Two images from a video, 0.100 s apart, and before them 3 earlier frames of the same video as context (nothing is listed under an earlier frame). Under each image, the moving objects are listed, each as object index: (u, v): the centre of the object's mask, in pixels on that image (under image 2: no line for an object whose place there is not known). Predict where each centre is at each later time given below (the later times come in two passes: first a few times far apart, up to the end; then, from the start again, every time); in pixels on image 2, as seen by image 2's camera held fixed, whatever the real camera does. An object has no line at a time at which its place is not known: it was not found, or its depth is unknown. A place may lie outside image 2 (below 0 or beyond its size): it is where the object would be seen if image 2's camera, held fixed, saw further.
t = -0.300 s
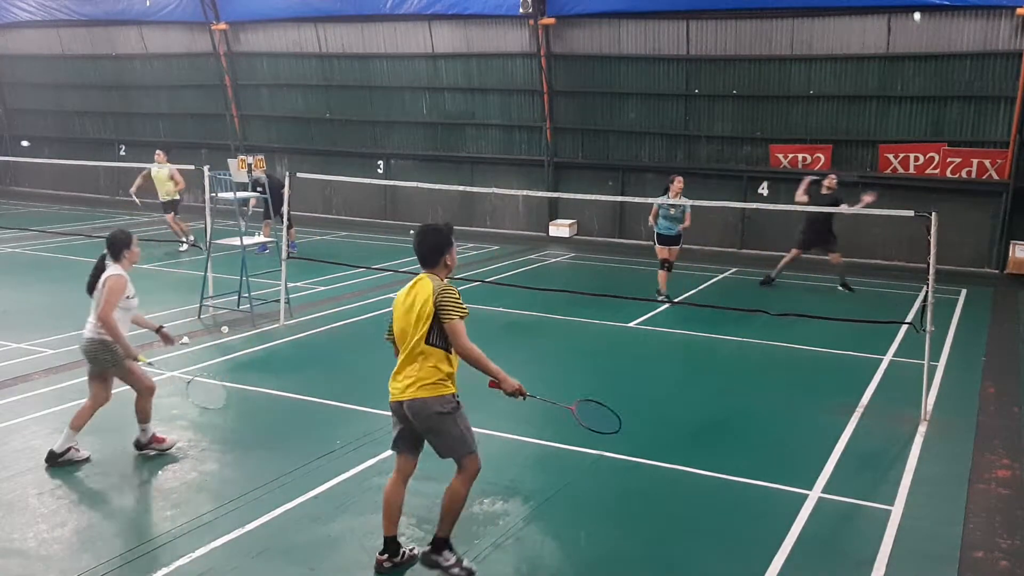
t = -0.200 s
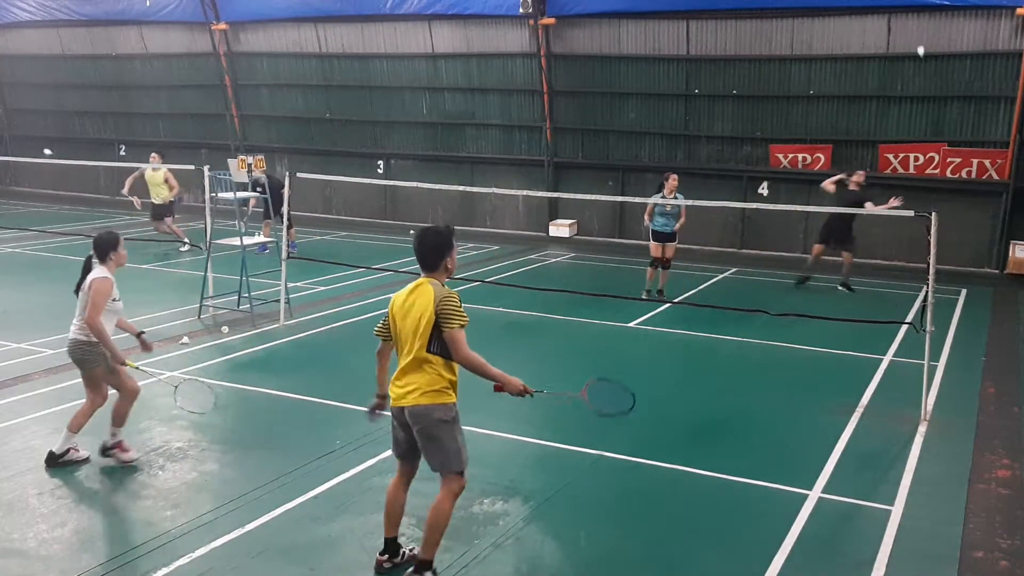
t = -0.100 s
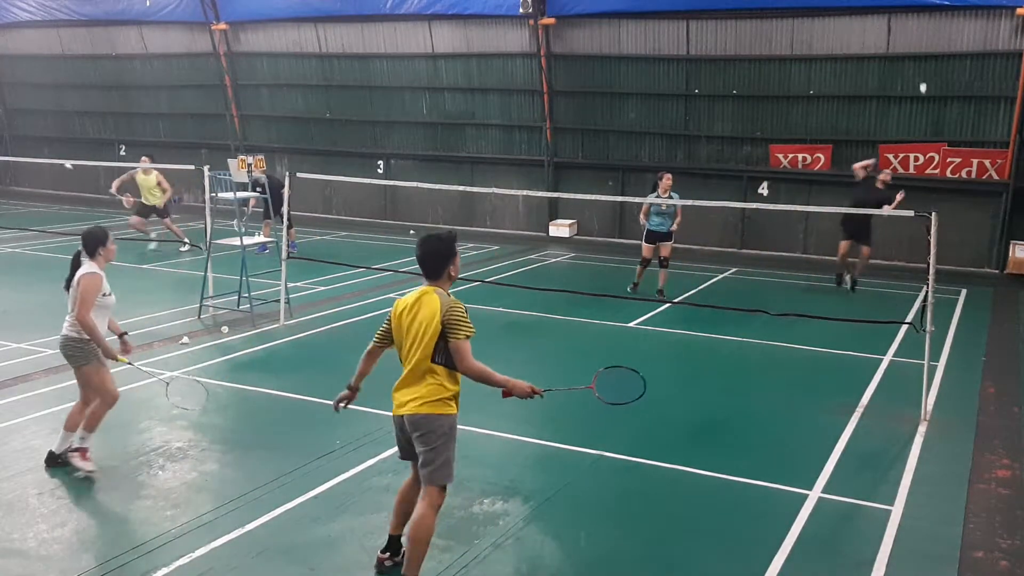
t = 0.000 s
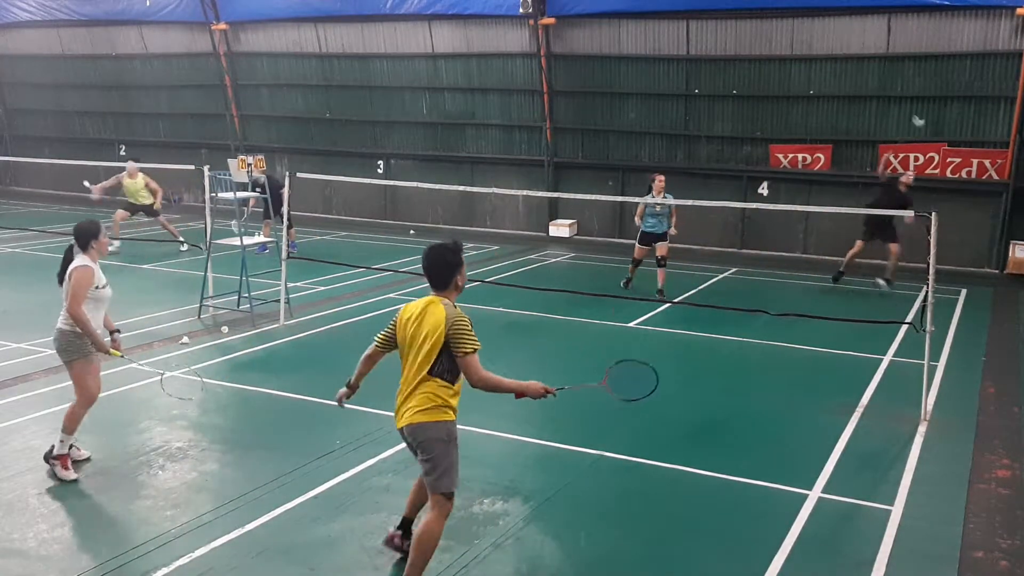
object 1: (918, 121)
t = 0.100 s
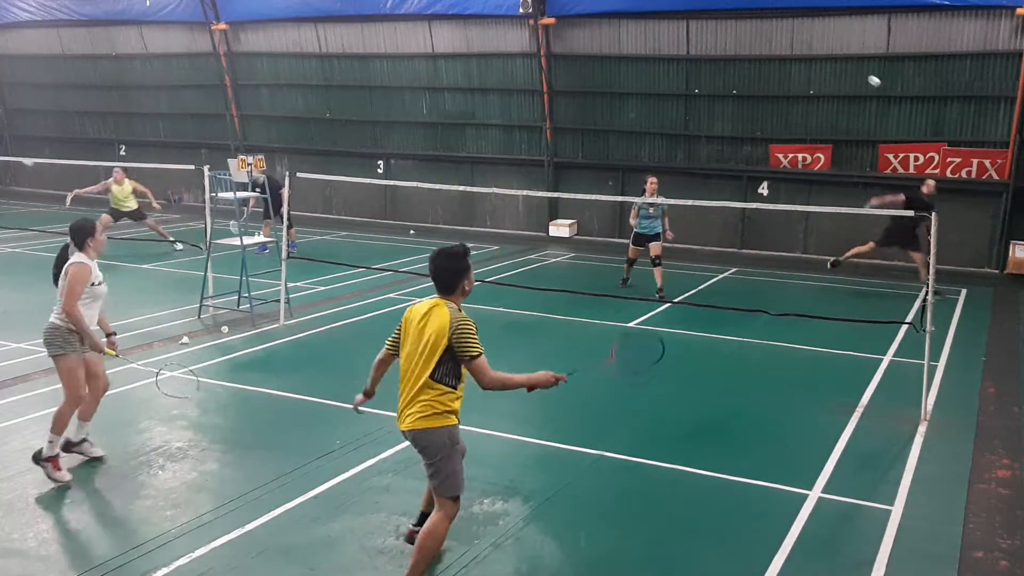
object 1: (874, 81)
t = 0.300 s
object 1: (795, 48)
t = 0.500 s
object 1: (710, 74)
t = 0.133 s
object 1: (860, 72)
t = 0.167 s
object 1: (847, 64)
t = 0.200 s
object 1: (834, 58)
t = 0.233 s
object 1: (821, 53)
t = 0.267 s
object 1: (808, 50)
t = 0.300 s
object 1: (795, 48)
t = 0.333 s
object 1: (781, 48)
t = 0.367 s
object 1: (768, 50)
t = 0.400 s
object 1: (754, 53)
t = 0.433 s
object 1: (740, 58)
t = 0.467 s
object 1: (725, 65)
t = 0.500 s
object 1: (710, 74)
